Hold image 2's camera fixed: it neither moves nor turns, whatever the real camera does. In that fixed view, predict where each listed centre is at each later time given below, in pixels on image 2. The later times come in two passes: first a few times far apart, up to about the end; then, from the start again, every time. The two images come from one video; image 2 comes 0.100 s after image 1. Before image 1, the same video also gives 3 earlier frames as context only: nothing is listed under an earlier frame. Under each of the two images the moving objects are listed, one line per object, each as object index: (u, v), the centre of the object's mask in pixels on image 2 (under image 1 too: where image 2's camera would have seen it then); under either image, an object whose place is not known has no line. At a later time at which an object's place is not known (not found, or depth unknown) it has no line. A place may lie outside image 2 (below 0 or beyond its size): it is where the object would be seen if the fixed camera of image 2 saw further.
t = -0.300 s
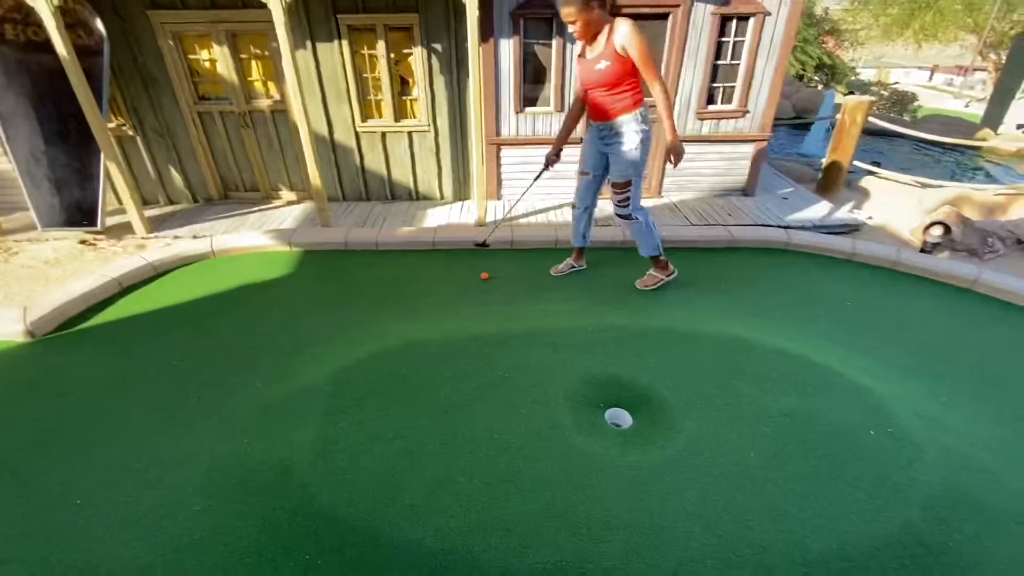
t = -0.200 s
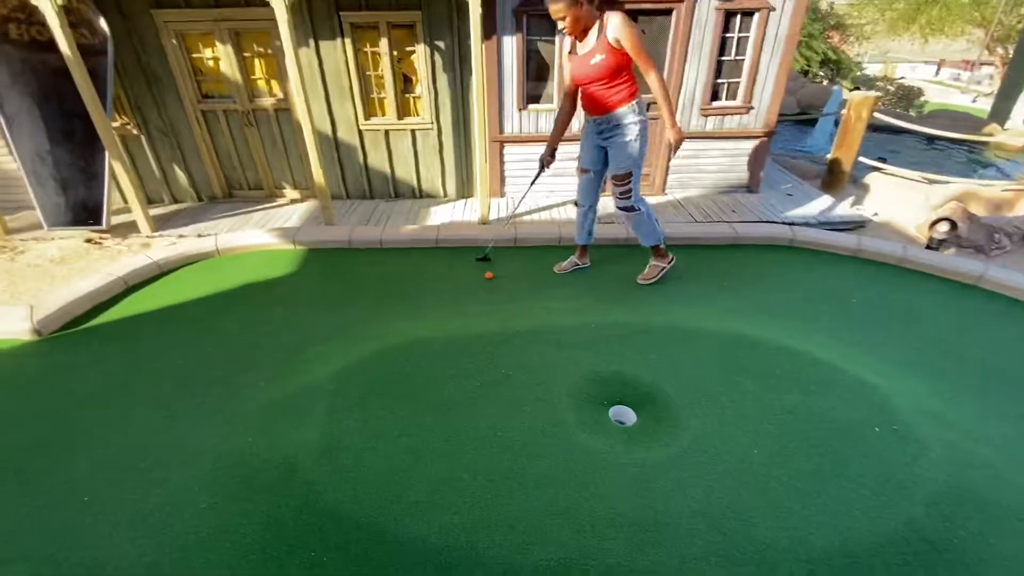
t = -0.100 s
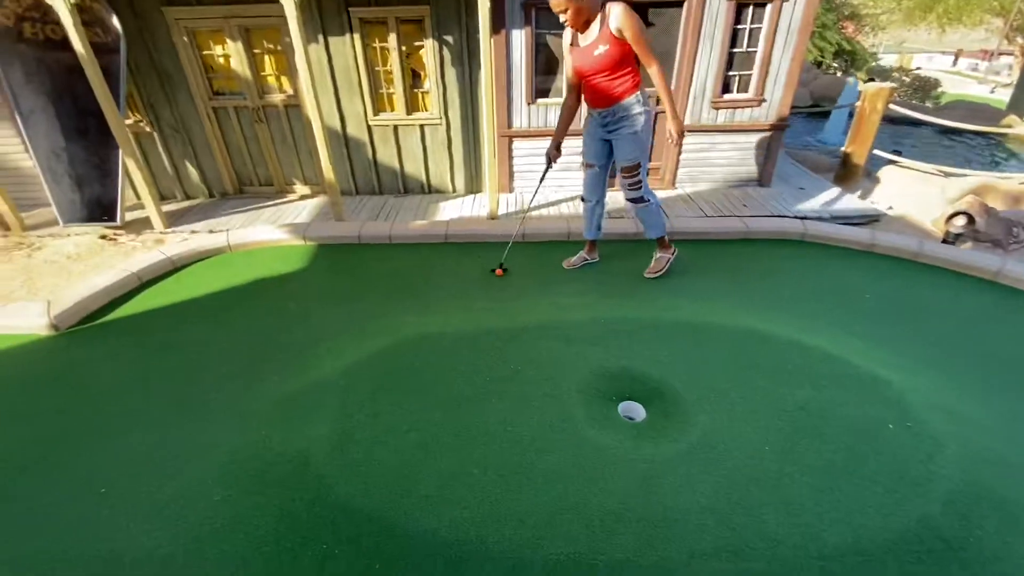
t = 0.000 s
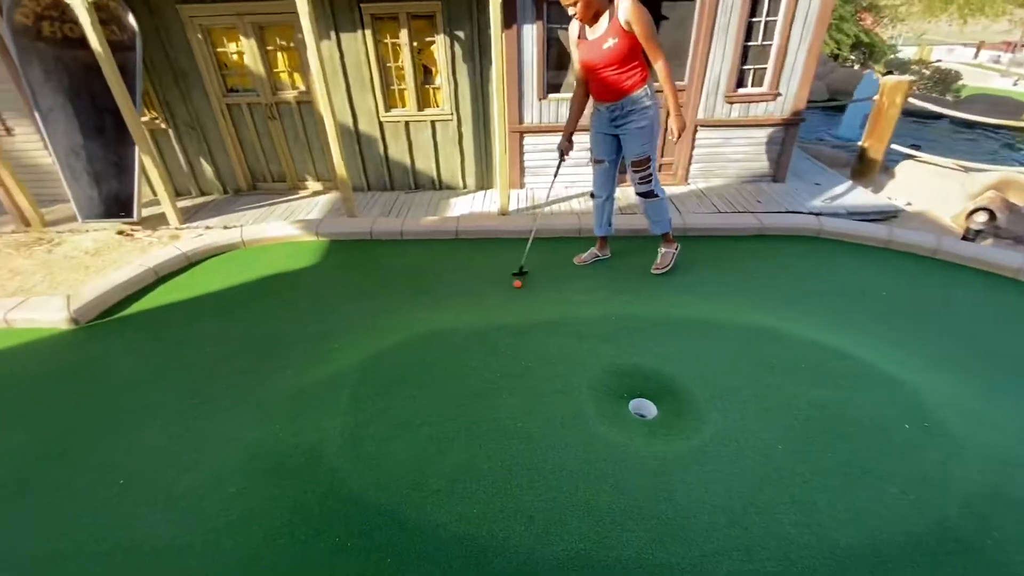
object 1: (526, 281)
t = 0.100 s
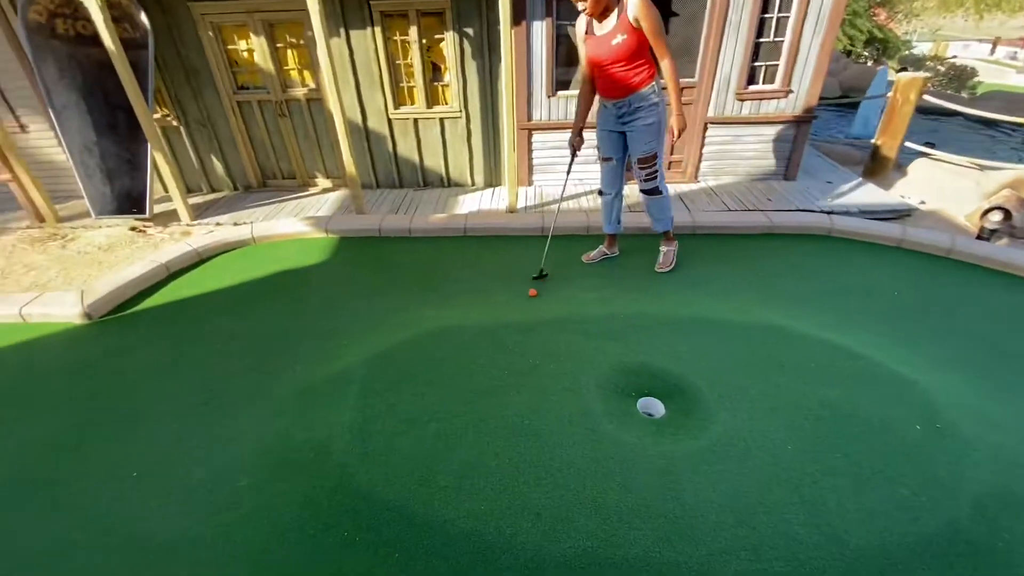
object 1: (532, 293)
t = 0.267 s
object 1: (545, 304)
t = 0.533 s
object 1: (567, 320)
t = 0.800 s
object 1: (591, 337)
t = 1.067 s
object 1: (616, 353)
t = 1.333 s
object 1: (644, 370)
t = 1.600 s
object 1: (673, 397)
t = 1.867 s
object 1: (686, 419)
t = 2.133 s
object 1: (686, 428)
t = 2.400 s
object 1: (684, 425)
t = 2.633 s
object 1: (680, 416)
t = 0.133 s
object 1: (535, 296)
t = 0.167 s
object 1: (537, 298)
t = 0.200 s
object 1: (540, 300)
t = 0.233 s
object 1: (542, 302)
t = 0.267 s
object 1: (545, 304)
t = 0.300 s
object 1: (548, 306)
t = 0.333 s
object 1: (550, 308)
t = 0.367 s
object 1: (553, 310)
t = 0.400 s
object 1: (556, 311)
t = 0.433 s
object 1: (559, 313)
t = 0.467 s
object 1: (561, 316)
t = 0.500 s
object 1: (564, 317)
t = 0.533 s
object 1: (567, 320)
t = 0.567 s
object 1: (570, 322)
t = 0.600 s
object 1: (572, 324)
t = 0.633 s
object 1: (575, 326)
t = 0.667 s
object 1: (578, 328)
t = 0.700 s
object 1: (582, 330)
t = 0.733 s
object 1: (584, 333)
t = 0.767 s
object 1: (587, 335)
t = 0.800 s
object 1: (591, 337)
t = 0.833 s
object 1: (593, 339)
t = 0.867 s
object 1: (597, 341)
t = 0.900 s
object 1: (600, 343)
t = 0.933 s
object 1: (603, 345)
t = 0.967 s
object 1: (606, 348)
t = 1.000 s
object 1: (609, 349)
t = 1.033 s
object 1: (613, 351)
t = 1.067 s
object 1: (616, 353)
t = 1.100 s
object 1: (619, 355)
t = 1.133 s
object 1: (623, 356)
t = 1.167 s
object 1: (626, 358)
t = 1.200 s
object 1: (630, 360)
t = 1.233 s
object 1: (633, 363)
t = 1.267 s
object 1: (636, 365)
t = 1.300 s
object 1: (640, 368)
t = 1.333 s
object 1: (644, 370)
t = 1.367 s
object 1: (648, 373)
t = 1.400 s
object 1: (652, 377)
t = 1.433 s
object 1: (655, 379)
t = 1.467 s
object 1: (659, 383)
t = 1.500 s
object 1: (663, 387)
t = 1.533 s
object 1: (667, 390)
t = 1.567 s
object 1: (670, 394)
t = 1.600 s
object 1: (673, 397)
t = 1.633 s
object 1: (675, 401)
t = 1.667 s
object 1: (678, 404)
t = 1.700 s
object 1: (680, 407)
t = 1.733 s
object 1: (681, 410)
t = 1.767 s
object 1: (683, 412)
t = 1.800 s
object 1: (684, 415)
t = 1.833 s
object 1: (685, 417)
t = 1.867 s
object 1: (686, 419)
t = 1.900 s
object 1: (687, 421)
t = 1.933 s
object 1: (688, 423)
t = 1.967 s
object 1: (687, 424)
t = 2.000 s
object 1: (687, 425)
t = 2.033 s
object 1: (687, 427)
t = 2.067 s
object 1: (687, 427)
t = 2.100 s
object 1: (687, 428)
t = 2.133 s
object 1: (686, 428)
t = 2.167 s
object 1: (686, 428)
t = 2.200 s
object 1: (686, 428)
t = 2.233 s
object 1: (686, 428)
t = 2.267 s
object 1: (685, 428)
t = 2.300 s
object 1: (685, 428)
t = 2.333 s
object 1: (685, 427)
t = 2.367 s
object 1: (685, 426)
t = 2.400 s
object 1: (684, 425)
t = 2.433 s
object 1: (684, 425)
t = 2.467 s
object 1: (683, 423)
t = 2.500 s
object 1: (682, 422)
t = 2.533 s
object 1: (682, 420)
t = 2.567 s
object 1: (681, 419)
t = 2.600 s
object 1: (681, 417)
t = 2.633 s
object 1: (680, 416)
